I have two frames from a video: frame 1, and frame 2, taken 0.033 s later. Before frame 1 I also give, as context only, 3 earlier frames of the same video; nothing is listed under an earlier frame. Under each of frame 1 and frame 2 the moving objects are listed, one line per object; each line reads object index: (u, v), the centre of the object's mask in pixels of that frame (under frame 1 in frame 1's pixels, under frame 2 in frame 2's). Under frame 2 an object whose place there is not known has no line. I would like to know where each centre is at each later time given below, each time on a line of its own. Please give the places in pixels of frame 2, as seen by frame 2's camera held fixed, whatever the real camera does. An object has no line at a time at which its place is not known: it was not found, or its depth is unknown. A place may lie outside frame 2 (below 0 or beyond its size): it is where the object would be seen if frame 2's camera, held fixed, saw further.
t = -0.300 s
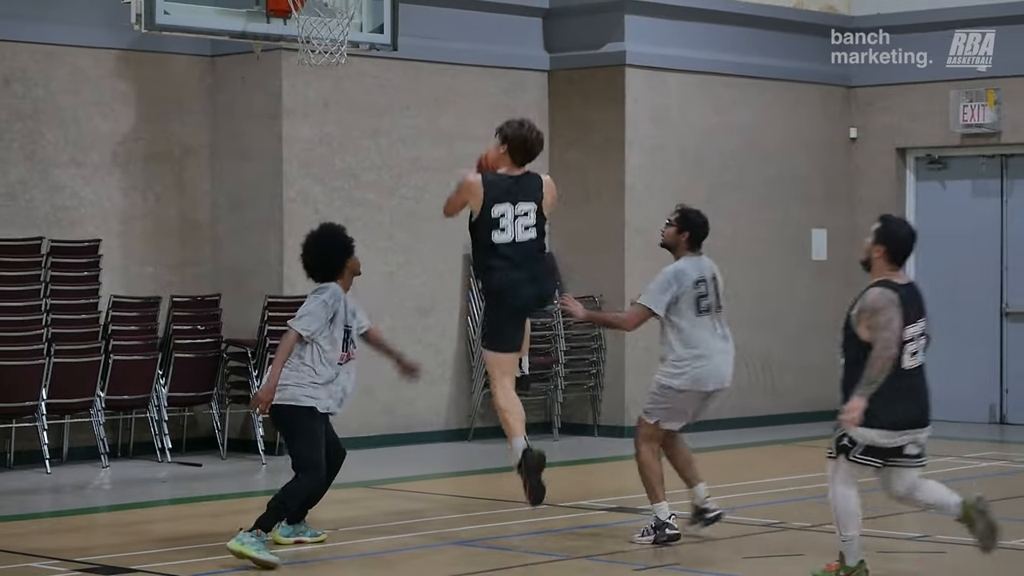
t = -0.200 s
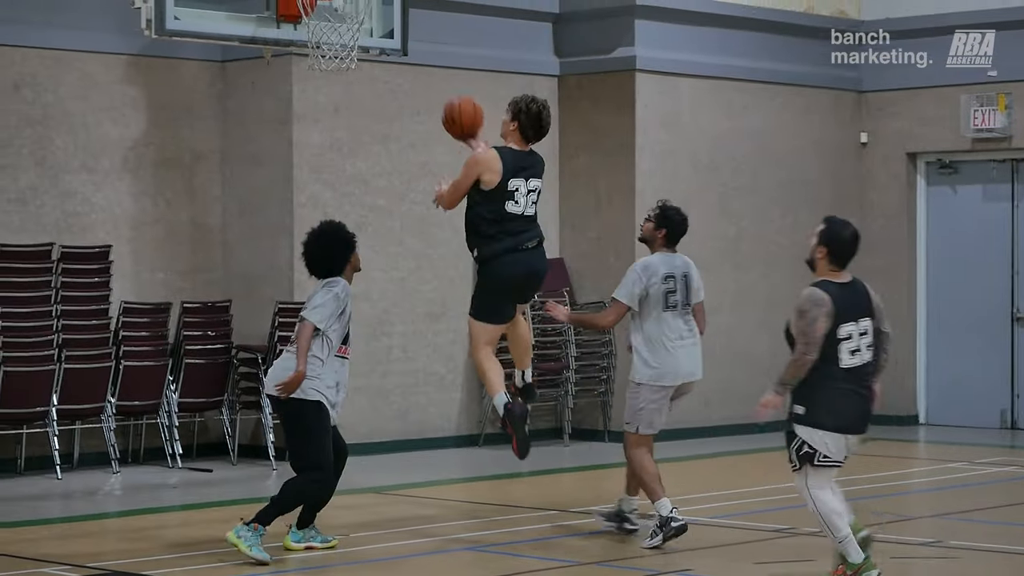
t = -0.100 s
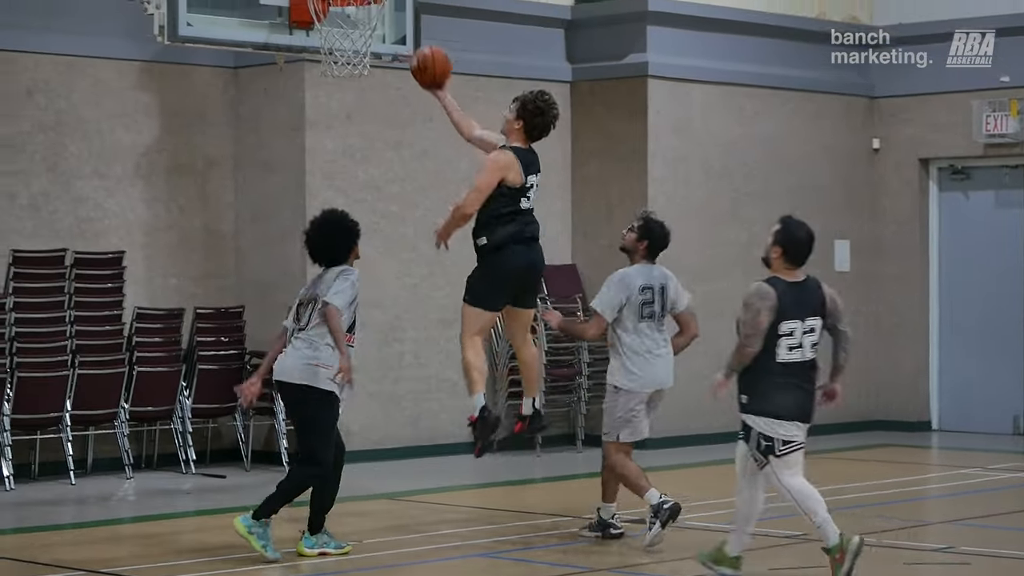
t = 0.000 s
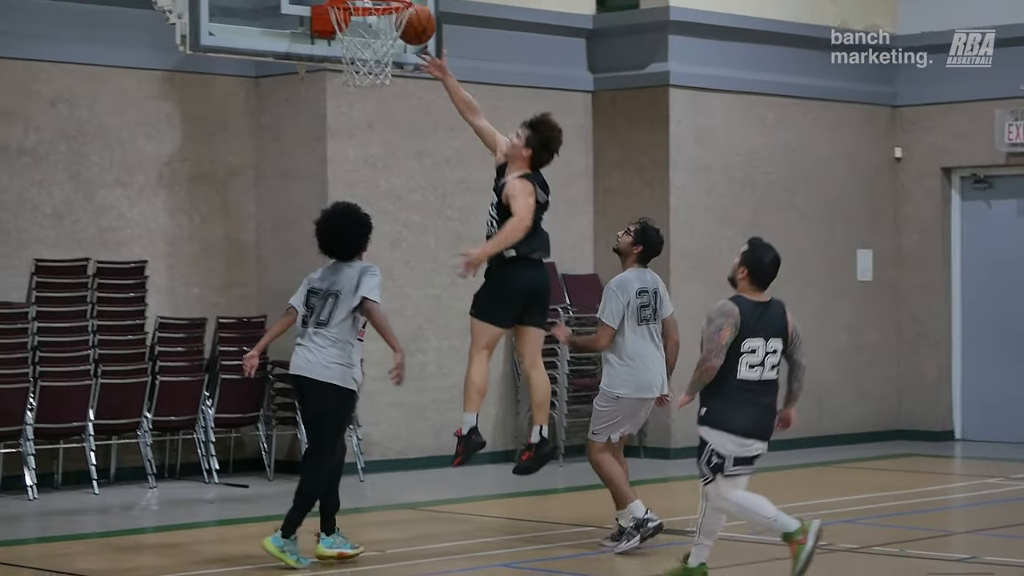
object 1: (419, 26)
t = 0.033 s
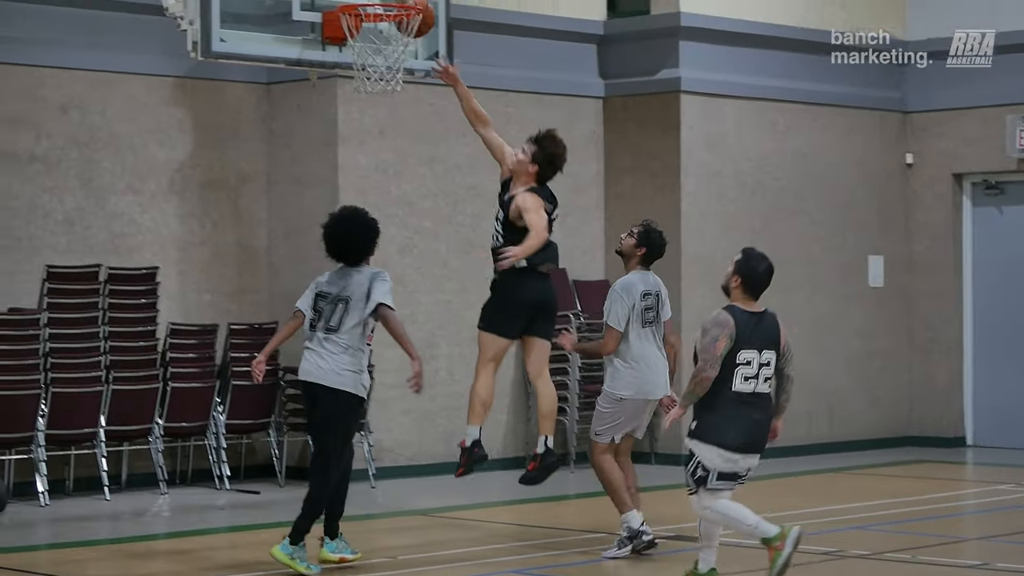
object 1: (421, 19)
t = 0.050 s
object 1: (415, 5)
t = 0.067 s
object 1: (402, -1)
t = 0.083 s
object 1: (397, -1)
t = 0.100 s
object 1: (400, -5)
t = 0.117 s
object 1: (400, -6)
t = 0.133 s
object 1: (401, -7)
